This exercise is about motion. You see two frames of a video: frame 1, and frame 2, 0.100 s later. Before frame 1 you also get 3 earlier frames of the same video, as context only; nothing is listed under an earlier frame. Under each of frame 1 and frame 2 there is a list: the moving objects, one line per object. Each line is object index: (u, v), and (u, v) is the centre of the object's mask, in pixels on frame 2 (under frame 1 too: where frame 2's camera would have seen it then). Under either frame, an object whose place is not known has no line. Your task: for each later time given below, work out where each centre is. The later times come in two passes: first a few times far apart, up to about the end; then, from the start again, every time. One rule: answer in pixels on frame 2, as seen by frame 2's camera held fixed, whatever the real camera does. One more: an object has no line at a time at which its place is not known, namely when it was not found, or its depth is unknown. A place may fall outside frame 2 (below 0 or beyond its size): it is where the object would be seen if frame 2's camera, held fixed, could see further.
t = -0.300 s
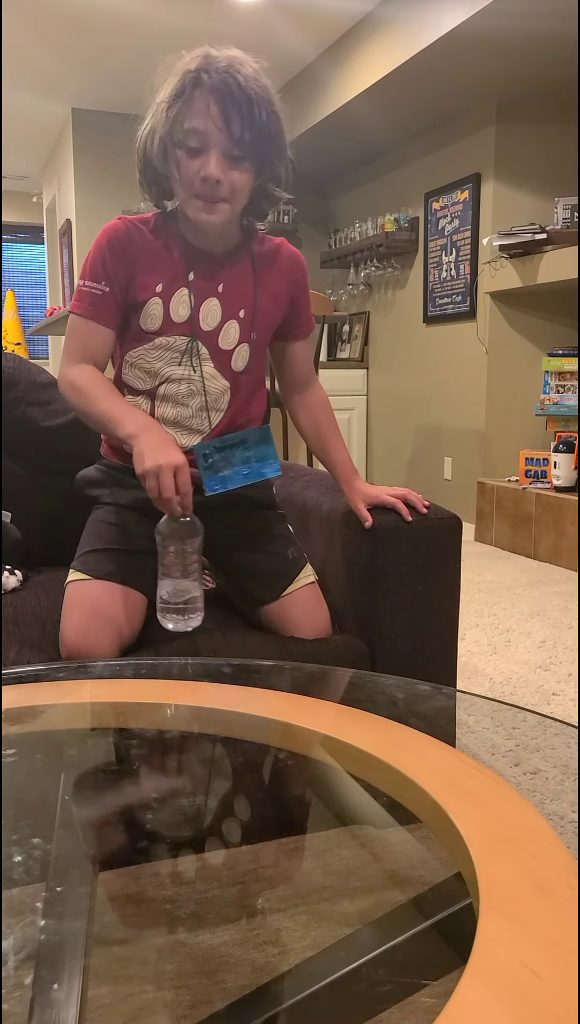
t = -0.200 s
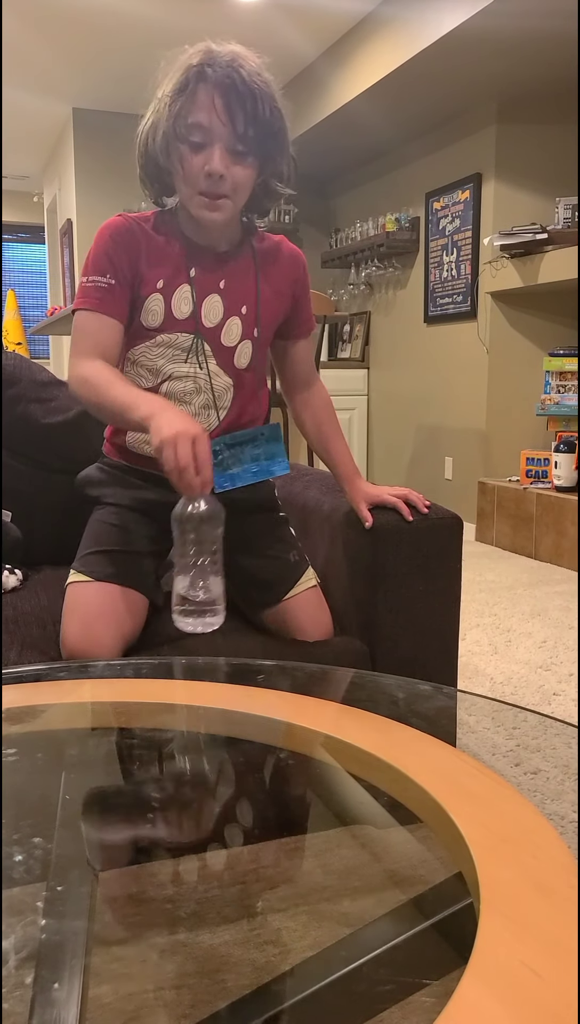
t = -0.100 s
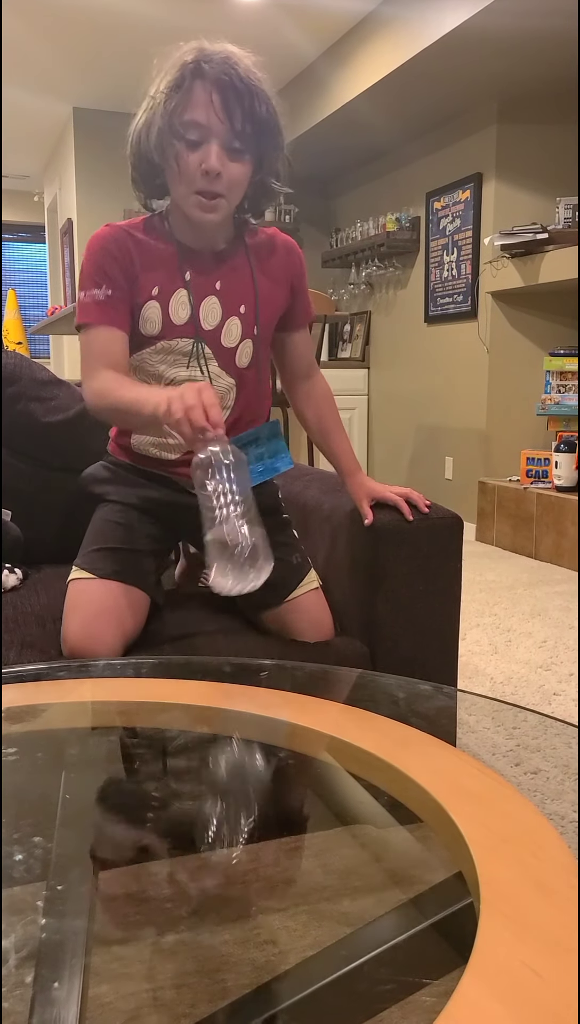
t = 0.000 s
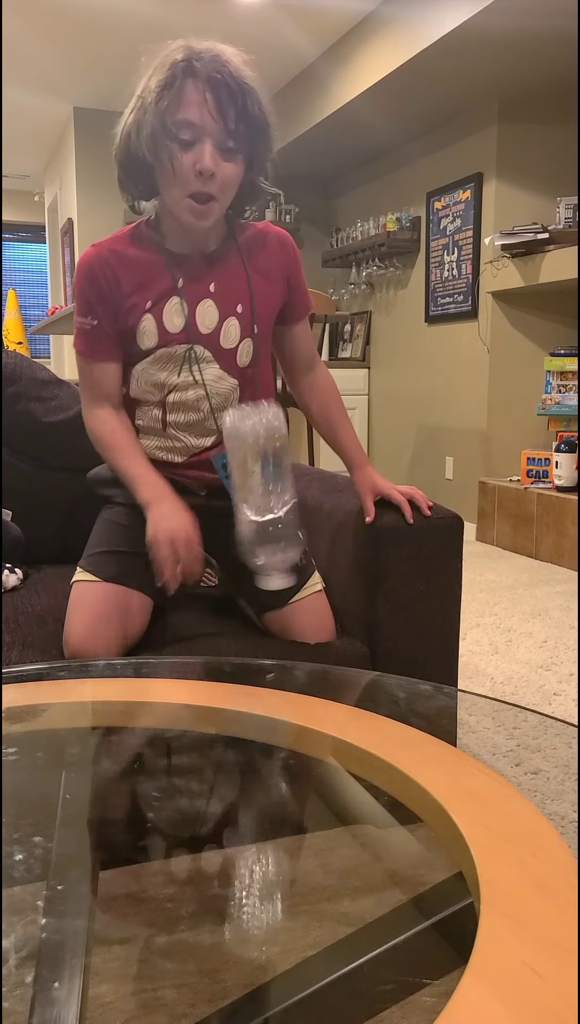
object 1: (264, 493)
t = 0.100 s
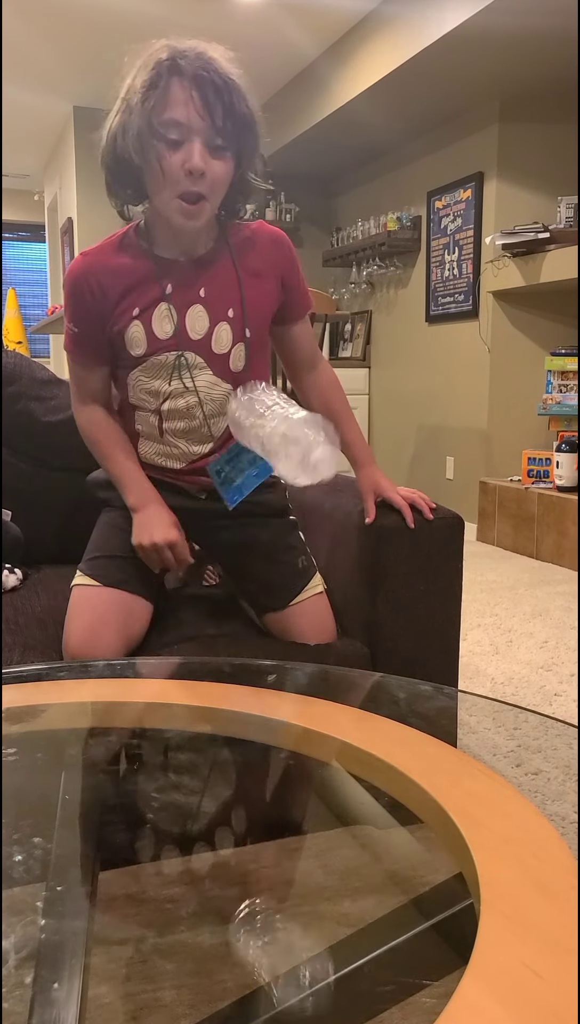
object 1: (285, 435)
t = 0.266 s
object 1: (316, 592)
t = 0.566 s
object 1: (358, 725)
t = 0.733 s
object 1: (374, 726)
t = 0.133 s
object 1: (290, 442)
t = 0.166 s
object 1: (296, 464)
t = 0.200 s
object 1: (303, 496)
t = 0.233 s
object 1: (309, 537)
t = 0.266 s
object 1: (316, 592)
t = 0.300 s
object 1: (324, 631)
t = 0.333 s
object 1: (329, 640)
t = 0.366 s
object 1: (333, 652)
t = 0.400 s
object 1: (339, 673)
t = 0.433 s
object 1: (342, 714)
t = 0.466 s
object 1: (346, 724)
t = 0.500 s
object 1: (351, 726)
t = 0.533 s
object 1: (356, 725)
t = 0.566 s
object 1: (358, 725)
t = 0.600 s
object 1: (360, 726)
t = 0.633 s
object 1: (364, 726)
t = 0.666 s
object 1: (366, 726)
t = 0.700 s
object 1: (369, 726)
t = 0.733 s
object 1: (374, 726)
